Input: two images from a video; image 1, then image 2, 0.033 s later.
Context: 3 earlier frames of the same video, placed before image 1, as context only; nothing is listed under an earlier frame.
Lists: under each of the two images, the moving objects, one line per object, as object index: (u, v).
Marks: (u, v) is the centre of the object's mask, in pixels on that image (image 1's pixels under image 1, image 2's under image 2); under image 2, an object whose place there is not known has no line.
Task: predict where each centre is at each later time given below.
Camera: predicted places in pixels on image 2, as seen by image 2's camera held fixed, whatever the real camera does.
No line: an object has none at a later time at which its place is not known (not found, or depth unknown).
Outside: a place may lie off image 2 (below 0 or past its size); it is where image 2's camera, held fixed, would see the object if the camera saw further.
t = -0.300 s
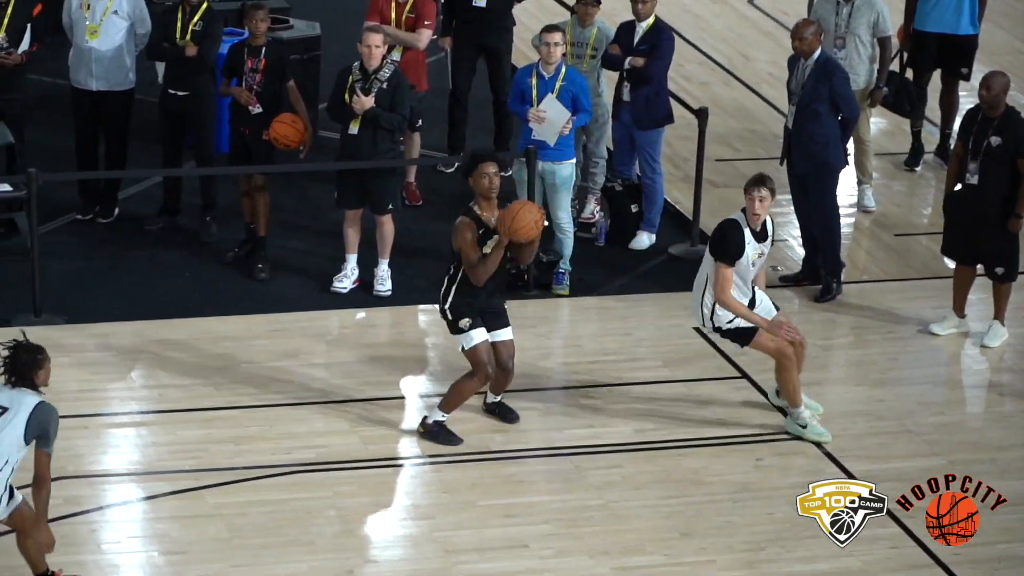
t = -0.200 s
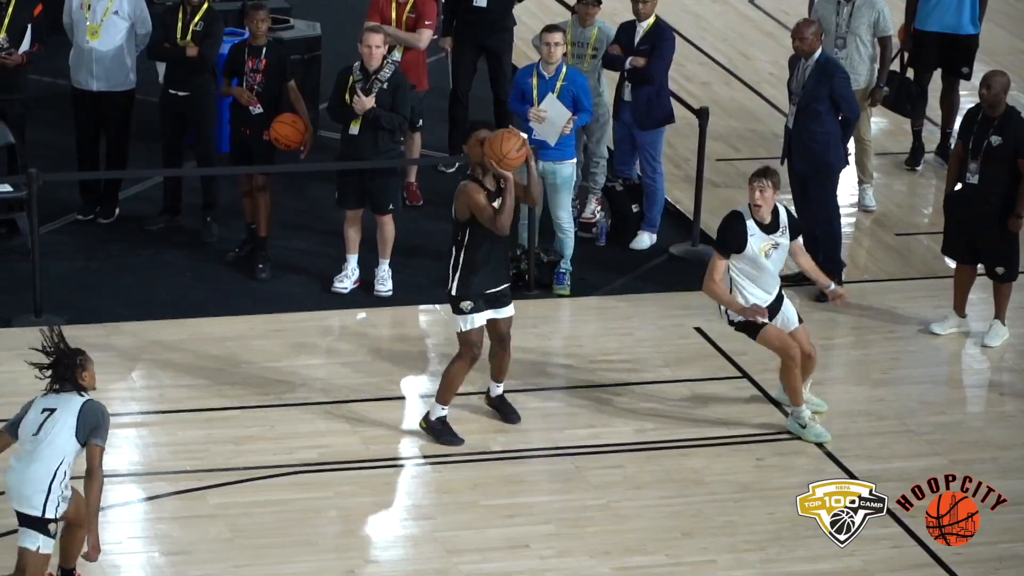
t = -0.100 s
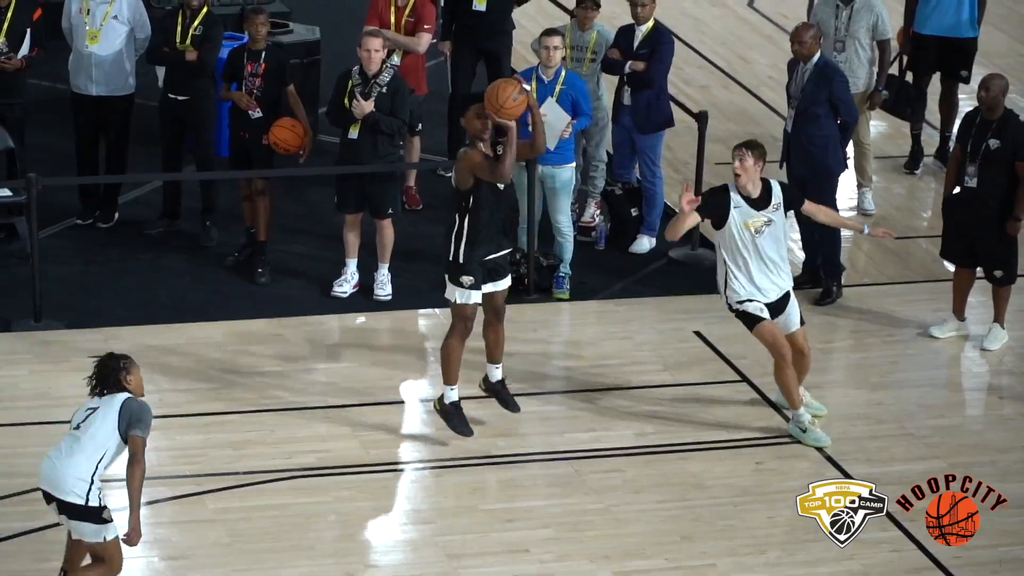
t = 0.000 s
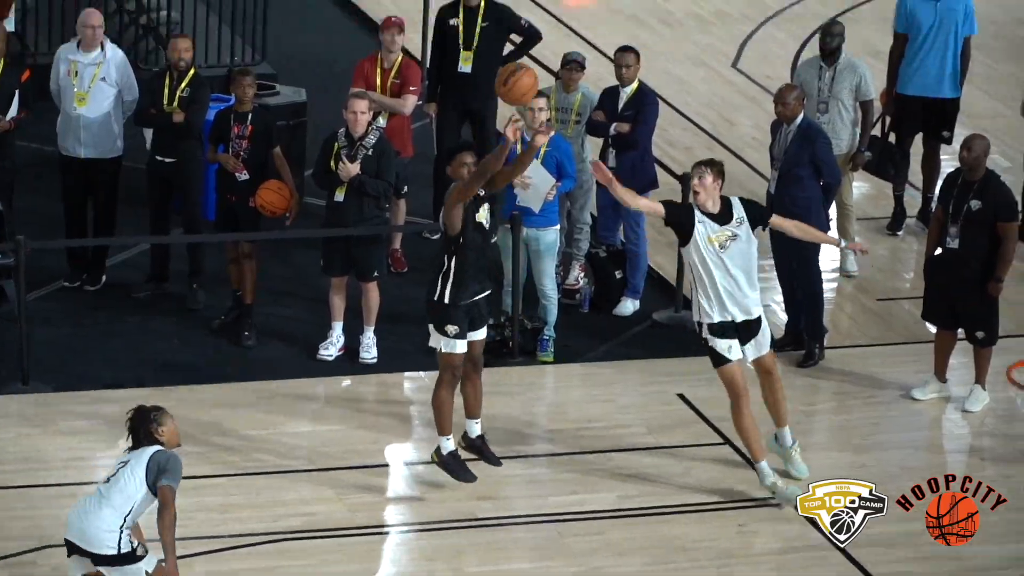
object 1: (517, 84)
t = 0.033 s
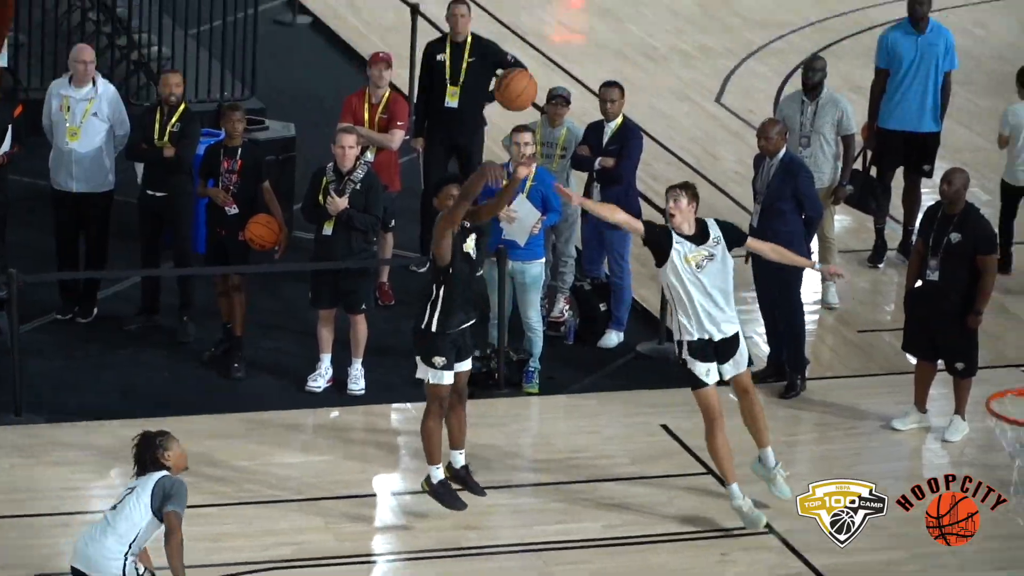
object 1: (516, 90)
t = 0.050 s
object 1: (522, 75)
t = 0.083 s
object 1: (535, 48)
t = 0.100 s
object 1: (541, 35)
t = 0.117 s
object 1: (547, 23)
